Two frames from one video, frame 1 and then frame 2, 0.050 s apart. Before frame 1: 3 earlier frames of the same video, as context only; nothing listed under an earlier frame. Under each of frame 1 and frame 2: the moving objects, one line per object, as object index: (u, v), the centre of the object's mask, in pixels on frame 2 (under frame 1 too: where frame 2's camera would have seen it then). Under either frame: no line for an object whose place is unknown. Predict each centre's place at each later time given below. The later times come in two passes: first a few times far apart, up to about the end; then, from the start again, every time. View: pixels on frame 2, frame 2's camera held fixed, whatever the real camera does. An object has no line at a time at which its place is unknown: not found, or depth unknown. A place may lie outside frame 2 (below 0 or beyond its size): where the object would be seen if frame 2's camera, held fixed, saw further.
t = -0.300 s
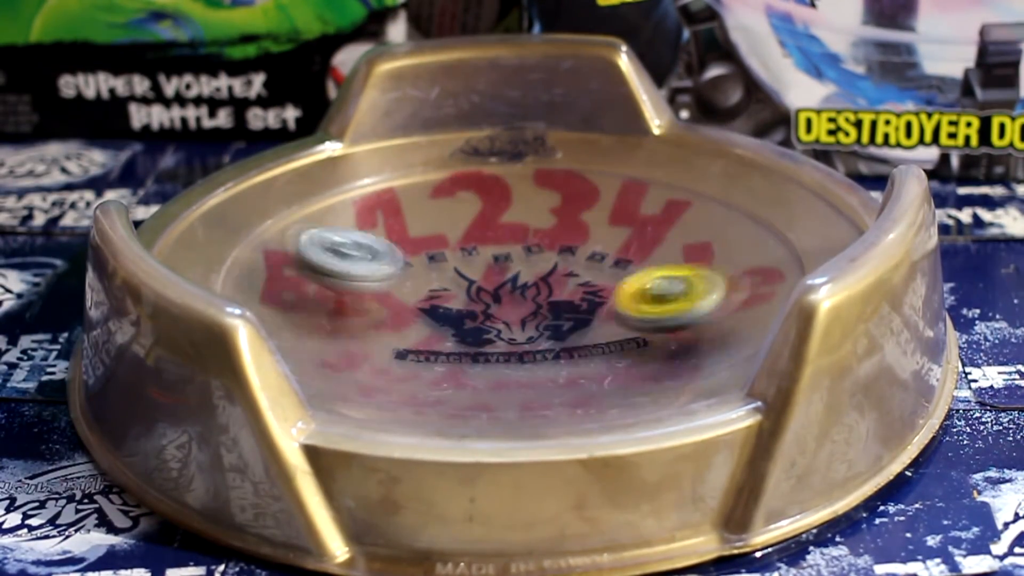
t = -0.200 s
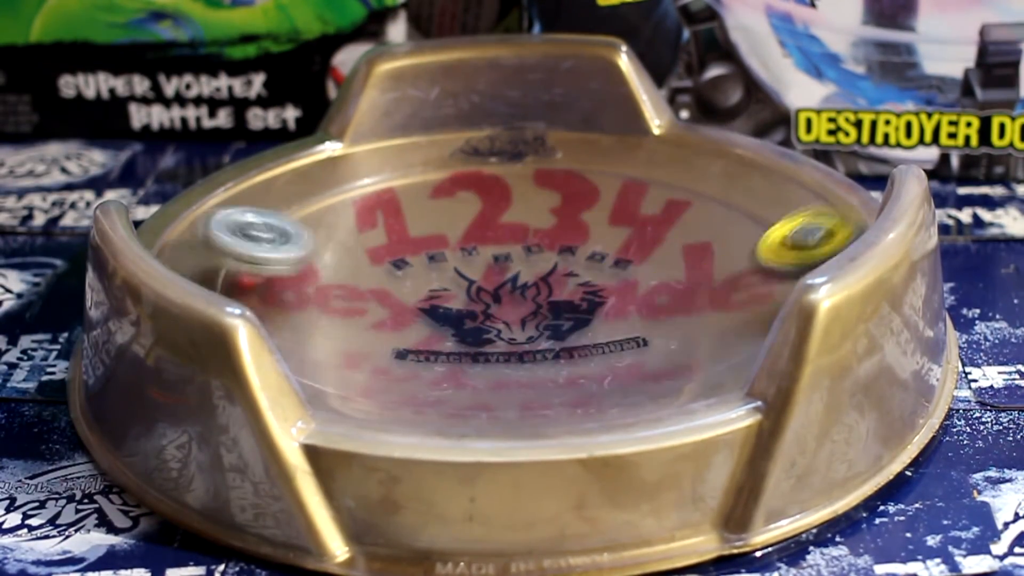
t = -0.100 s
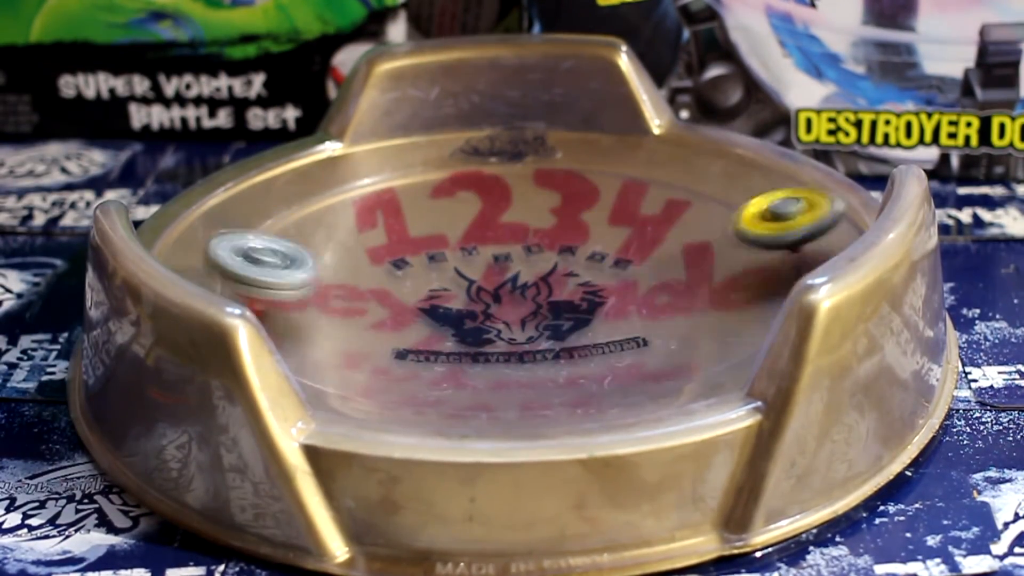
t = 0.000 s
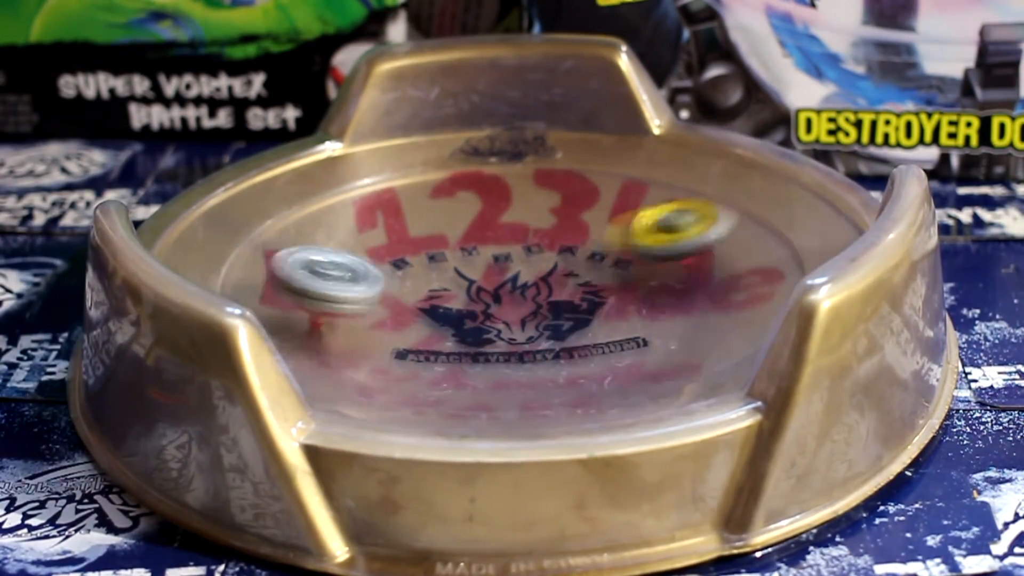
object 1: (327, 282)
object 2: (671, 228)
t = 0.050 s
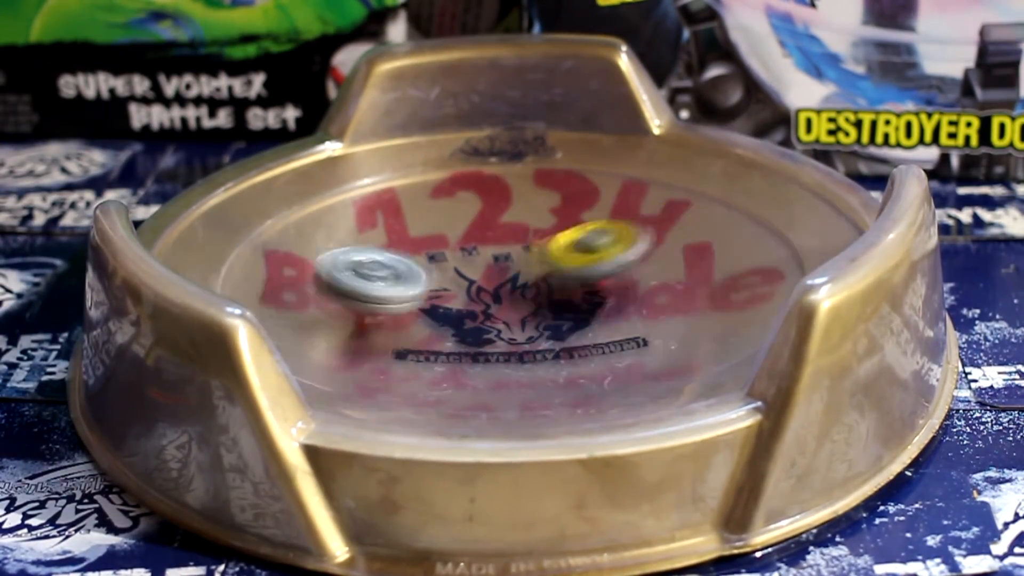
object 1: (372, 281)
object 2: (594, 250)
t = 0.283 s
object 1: (290, 182)
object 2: (659, 341)
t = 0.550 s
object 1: (314, 225)
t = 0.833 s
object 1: (476, 185)
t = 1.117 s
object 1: (429, 220)
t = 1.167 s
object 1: (471, 239)
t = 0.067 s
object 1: (384, 279)
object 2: (566, 260)
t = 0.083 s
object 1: (395, 275)
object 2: (543, 271)
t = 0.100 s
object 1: (403, 271)
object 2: (522, 283)
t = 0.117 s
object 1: (409, 260)
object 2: (508, 294)
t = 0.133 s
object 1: (403, 248)
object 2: (507, 307)
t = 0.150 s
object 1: (397, 238)
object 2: (508, 320)
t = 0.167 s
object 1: (389, 232)
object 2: (512, 333)
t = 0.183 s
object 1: (379, 224)
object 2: (519, 342)
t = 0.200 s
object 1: (366, 214)
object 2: (532, 350)
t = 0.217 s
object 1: (352, 209)
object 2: (552, 356)
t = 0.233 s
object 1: (336, 198)
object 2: (575, 362)
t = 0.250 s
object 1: (319, 192)
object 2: (604, 362)
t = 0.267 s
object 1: (304, 186)
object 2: (633, 349)
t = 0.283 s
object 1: (290, 182)
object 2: (659, 341)
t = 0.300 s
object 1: (284, 178)
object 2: (685, 340)
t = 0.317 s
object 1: (282, 180)
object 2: (704, 342)
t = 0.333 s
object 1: (279, 186)
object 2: (700, 334)
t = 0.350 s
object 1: (274, 200)
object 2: (695, 333)
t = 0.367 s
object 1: (275, 204)
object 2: (688, 338)
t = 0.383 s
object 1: (275, 206)
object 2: (677, 333)
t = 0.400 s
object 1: (276, 207)
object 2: (663, 329)
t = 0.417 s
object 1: (278, 205)
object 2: (648, 327)
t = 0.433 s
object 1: (279, 209)
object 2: (631, 323)
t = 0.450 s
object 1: (281, 210)
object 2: (610, 320)
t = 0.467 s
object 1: (284, 211)
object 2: (591, 319)
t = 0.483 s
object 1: (288, 213)
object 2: (568, 318)
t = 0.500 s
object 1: (293, 216)
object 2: (542, 318)
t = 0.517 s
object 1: (299, 219)
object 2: (515, 319)
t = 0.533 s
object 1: (306, 223)
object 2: (490, 318)
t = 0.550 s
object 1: (314, 225)
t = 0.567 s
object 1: (325, 230)
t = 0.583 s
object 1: (336, 234)
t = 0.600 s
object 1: (350, 241)
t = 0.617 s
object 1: (366, 243)
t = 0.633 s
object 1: (383, 246)
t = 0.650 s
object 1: (400, 246)
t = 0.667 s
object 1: (415, 245)
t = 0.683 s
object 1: (429, 242)
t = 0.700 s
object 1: (441, 238)
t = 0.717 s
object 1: (452, 233)
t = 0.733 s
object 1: (462, 228)
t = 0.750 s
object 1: (469, 221)
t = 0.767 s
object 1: (474, 214)
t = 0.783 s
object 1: (477, 208)
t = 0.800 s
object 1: (479, 199)
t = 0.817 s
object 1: (478, 192)
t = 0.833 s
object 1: (476, 185)
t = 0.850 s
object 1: (472, 178)
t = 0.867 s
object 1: (466, 172)
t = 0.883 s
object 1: (459, 167)
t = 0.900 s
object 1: (450, 163)
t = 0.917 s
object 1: (443, 160)
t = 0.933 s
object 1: (436, 159)
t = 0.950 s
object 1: (429, 159)
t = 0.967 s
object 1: (424, 161)
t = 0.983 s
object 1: (419, 163)
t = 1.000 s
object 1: (416, 167)
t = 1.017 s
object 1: (413, 171)
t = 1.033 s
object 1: (411, 178)
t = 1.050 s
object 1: (410, 185)
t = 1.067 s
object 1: (410, 194)
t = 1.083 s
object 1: (414, 203)
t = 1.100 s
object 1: (421, 213)
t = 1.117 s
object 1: (429, 220)
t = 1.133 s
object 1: (440, 226)
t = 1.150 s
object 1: (455, 232)
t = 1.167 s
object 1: (471, 239)
